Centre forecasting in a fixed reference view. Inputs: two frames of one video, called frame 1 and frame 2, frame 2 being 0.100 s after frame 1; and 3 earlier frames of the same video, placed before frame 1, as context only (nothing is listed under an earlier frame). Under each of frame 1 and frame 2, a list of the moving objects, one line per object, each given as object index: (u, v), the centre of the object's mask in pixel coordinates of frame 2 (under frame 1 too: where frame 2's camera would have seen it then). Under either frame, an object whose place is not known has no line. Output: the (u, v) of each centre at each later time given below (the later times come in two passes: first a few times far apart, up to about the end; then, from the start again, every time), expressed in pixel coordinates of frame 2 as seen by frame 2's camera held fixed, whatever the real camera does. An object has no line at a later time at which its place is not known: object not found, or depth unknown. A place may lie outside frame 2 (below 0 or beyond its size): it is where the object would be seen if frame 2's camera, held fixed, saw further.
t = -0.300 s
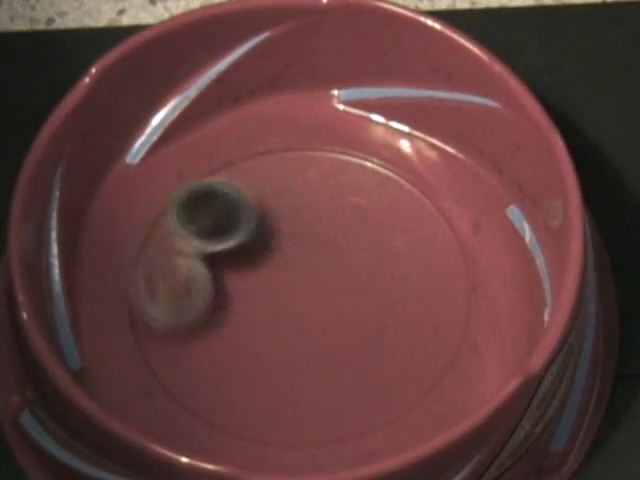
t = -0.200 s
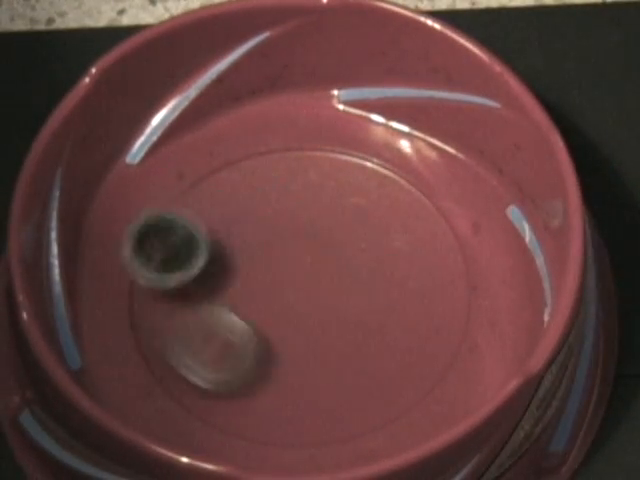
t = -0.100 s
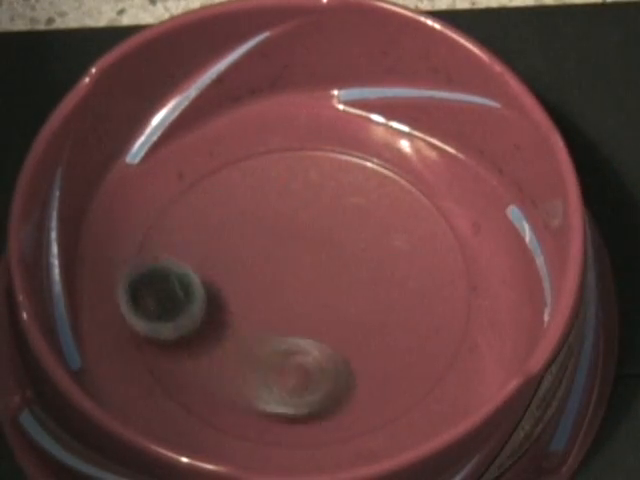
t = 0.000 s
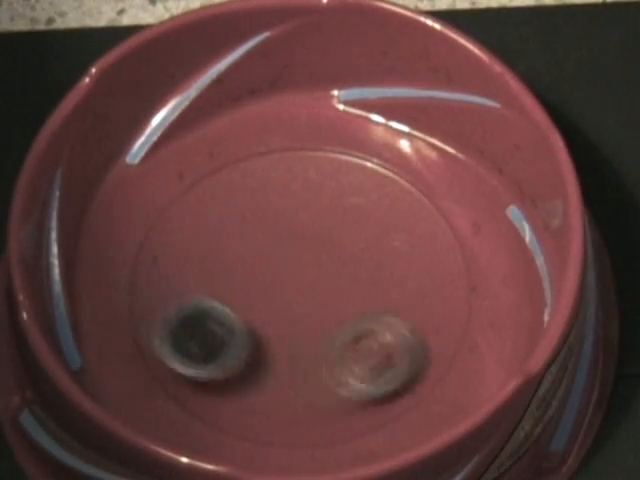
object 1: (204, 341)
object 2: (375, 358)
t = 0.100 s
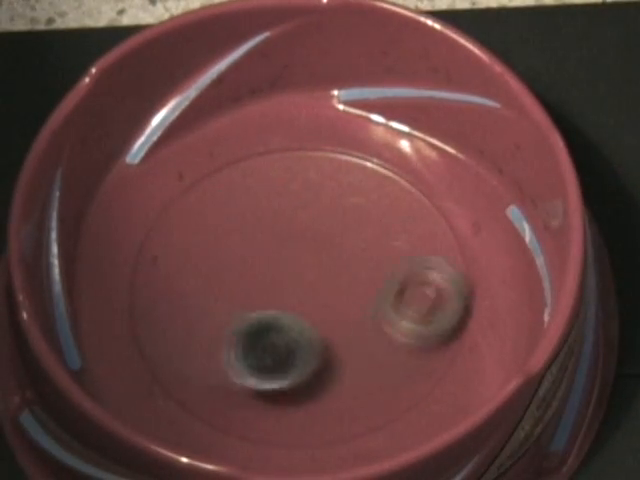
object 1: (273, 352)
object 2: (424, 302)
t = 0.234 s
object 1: (356, 311)
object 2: (418, 213)
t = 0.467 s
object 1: (369, 182)
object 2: (270, 176)
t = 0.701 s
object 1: (251, 179)
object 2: (206, 316)
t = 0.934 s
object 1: (247, 313)
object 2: (358, 395)
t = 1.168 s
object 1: (392, 356)
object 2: (449, 277)
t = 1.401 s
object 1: (433, 257)
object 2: (324, 197)
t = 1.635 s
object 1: (292, 224)
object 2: (200, 294)
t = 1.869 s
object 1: (193, 321)
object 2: (289, 411)
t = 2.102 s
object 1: (280, 395)
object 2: (417, 339)
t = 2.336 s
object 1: (373, 303)
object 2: (337, 218)
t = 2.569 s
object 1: (299, 188)
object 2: (199, 253)
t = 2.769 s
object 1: (194, 200)
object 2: (205, 358)
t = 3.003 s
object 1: (223, 313)
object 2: (344, 364)
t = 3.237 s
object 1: (370, 316)
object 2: (359, 239)
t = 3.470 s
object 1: (413, 215)
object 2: (237, 217)
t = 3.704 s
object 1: (298, 202)
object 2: (220, 320)
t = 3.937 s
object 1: (241, 315)
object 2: (347, 336)
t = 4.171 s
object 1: (329, 387)
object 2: (372, 234)
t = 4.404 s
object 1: (392, 306)
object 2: (277, 217)
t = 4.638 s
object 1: (303, 236)
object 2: (254, 309)
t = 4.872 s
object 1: (218, 251)
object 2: (351, 338)
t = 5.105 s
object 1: (234, 313)
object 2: (379, 272)
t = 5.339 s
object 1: (333, 302)
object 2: (321, 242)
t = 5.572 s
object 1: (361, 233)
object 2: (262, 295)
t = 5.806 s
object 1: (296, 220)
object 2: (306, 354)
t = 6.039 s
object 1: (289, 301)
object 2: (370, 316)
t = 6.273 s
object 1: (346, 325)
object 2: (314, 258)
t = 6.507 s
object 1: (354, 281)
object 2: (244, 296)
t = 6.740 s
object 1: (285, 281)
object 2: (280, 353)
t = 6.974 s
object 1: (265, 316)
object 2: (350, 320)
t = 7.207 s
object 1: (312, 298)
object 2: (317, 244)
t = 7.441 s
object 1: (309, 278)
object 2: (224, 226)
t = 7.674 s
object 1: (276, 278)
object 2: (207, 303)
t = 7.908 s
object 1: (317, 275)
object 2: (291, 348)
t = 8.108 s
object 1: (320, 244)
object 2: (367, 299)
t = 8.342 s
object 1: (273, 261)
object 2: (353, 225)
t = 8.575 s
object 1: (306, 315)
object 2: (270, 232)
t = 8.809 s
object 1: (358, 283)
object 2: (266, 319)
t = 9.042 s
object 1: (301, 246)
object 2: (362, 339)
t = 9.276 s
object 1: (251, 301)
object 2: (383, 272)
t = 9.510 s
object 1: (313, 335)
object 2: (300, 252)
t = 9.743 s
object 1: (347, 266)
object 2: (251, 312)
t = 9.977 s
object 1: (275, 230)
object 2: (306, 362)
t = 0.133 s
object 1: (296, 347)
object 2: (431, 278)
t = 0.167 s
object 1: (319, 339)
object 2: (431, 256)
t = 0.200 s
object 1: (338, 327)
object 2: (427, 234)
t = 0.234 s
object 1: (356, 311)
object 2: (418, 213)
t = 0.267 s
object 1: (369, 294)
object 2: (405, 195)
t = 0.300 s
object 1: (378, 274)
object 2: (388, 181)
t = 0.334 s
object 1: (384, 255)
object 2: (366, 170)
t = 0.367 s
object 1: (385, 235)
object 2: (344, 164)
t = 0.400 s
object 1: (382, 214)
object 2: (318, 163)
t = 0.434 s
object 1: (377, 198)
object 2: (294, 167)
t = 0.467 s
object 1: (369, 182)
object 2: (270, 176)
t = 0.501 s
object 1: (355, 170)
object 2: (250, 189)
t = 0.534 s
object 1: (340, 161)
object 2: (233, 204)
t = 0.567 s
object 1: (322, 155)
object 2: (216, 224)
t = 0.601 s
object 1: (304, 153)
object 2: (204, 245)
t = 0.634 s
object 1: (285, 158)
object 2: (200, 269)
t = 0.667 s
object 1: (267, 166)
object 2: (201, 293)
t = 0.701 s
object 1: (251, 179)
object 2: (206, 316)
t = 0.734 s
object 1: (238, 195)
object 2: (215, 335)
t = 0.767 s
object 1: (229, 214)
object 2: (230, 355)
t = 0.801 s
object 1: (225, 234)
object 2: (252, 373)
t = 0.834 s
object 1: (225, 254)
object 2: (273, 385)
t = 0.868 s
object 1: (228, 275)
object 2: (301, 395)
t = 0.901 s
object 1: (236, 295)
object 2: (330, 398)
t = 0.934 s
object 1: (247, 313)
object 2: (358, 395)
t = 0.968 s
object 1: (263, 330)
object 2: (382, 388)
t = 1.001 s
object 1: (282, 343)
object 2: (404, 376)
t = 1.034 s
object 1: (303, 354)
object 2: (426, 360)
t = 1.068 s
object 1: (325, 361)
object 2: (438, 341)
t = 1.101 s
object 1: (348, 364)
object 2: (448, 320)
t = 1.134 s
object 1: (370, 362)
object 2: (451, 299)
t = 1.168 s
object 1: (392, 356)
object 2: (449, 277)
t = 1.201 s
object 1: (410, 347)
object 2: (442, 257)
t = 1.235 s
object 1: (424, 334)
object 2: (430, 239)
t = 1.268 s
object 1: (435, 321)
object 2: (413, 222)
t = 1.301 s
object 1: (441, 304)
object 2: (394, 210)
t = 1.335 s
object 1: (443, 288)
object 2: (369, 200)
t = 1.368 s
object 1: (440, 272)
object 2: (347, 196)
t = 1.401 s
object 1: (433, 257)
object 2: (324, 197)
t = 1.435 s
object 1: (421, 243)
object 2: (298, 202)
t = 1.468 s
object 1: (404, 232)
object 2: (275, 209)
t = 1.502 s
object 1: (385, 223)
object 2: (251, 222)
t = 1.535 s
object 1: (362, 218)
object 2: (234, 237)
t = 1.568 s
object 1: (339, 216)
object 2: (220, 255)
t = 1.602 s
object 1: (315, 218)
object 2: (208, 273)
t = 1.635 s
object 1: (292, 224)
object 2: (200, 294)
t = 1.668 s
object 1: (268, 231)
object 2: (199, 315)
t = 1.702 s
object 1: (249, 242)
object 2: (202, 336)
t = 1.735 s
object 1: (232, 254)
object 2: (212, 357)
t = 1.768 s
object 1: (217, 268)
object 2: (225, 375)
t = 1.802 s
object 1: (205, 286)
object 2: (243, 391)
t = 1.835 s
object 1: (197, 302)
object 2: (262, 402)
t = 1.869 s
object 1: (193, 321)
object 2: (289, 411)
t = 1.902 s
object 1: (194, 336)
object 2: (311, 413)
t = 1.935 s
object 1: (199, 353)
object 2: (336, 411)
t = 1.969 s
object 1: (208, 366)
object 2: (359, 404)
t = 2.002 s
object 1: (223, 380)
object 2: (379, 393)
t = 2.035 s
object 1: (240, 389)
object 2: (397, 377)
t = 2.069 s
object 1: (258, 394)
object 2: (409, 359)
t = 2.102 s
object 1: (280, 395)
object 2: (417, 339)
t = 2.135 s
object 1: (300, 393)
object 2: (419, 317)
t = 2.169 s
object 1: (319, 384)
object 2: (417, 295)
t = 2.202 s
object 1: (336, 374)
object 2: (408, 275)
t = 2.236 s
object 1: (351, 359)
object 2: (397, 257)
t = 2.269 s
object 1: (363, 342)
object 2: (379, 241)
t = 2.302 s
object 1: (370, 323)
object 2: (359, 228)
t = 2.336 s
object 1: (373, 303)
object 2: (337, 218)
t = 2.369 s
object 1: (371, 281)
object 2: (316, 214)
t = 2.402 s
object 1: (366, 262)
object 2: (294, 212)
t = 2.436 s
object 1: (358, 243)
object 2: (272, 215)
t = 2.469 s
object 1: (347, 226)
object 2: (249, 221)
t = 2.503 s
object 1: (333, 211)
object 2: (229, 229)
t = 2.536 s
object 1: (317, 198)
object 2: (213, 241)
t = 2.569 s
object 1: (299, 188)
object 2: (199, 253)
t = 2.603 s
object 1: (281, 181)
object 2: (188, 270)
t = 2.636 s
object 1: (260, 177)
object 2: (180, 287)
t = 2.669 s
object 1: (241, 177)
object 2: (178, 305)
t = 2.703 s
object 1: (223, 181)
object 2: (183, 324)
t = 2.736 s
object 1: (207, 189)
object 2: (192, 343)
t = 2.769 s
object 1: (194, 200)
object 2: (205, 358)
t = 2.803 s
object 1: (185, 214)
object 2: (220, 371)
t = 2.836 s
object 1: (180, 231)
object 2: (241, 381)
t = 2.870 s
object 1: (179, 248)
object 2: (261, 386)
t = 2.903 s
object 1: (184, 266)
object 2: (285, 387)
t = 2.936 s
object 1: (193, 284)
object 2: (305, 384)
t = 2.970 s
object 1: (207, 300)
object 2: (327, 376)
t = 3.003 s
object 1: (223, 313)
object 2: (344, 364)
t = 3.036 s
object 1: (243, 324)
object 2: (360, 348)
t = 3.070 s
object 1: (263, 330)
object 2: (370, 332)
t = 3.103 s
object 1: (286, 335)
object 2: (376, 314)
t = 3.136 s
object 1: (308, 335)
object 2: (380, 293)
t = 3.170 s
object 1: (332, 332)
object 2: (379, 273)
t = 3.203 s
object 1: (353, 326)
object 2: (370, 254)
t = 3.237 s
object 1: (370, 316)
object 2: (359, 239)
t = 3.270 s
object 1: (387, 304)
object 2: (346, 228)
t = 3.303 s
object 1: (401, 291)
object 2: (330, 218)
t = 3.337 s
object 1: (412, 276)
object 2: (312, 211)
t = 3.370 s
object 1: (418, 259)
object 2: (294, 207)
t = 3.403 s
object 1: (421, 244)
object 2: (273, 206)
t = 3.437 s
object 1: (419, 229)
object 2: (254, 211)
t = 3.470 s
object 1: (413, 215)
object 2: (237, 217)
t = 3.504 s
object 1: (404, 202)
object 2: (222, 228)
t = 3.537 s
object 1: (390, 193)
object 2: (212, 241)
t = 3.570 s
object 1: (374, 187)
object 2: (205, 255)
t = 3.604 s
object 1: (356, 184)
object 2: (202, 271)
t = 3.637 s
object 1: (335, 186)
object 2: (203, 289)
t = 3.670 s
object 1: (317, 192)
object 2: (210, 305)
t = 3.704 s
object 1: (298, 202)
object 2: (220, 320)
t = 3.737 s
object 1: (282, 214)
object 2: (235, 333)
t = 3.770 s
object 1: (267, 228)
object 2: (253, 343)
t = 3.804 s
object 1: (256, 245)
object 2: (272, 349)
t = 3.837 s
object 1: (247, 262)
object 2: (290, 350)
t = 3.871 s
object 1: (242, 280)
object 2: (310, 348)
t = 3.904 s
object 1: (240, 299)
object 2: (329, 343)
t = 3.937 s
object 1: (241, 315)
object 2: (347, 336)
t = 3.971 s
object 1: (246, 332)
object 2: (363, 324)
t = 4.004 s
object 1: (255, 347)
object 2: (375, 311)
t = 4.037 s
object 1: (265, 360)
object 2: (382, 295)
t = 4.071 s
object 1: (279, 371)
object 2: (384, 279)
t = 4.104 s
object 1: (294, 380)
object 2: (384, 264)
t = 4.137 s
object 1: (311, 386)
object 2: (379, 248)
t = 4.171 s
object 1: (329, 387)
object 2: (372, 234)
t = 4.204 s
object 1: (346, 385)
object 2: (361, 223)
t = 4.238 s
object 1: (361, 378)
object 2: (350, 215)
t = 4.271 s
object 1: (375, 367)
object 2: (335, 209)
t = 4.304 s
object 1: (385, 354)
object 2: (321, 207)
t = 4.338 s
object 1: (391, 339)
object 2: (307, 207)
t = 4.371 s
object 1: (394, 323)
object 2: (291, 210)
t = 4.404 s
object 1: (392, 306)
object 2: (277, 217)
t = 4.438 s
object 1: (385, 292)
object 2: (265, 227)
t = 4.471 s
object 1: (375, 279)
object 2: (254, 238)
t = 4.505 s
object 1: (362, 267)
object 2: (248, 252)
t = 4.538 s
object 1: (348, 256)
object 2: (243, 267)
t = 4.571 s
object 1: (333, 247)
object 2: (242, 281)
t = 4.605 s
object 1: (318, 241)
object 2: (247, 296)
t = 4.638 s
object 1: (303, 236)
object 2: (254, 309)
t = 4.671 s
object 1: (287, 233)
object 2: (265, 321)
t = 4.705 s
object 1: (273, 232)
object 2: (277, 331)
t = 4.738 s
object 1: (259, 233)
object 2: (290, 338)
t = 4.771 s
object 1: (247, 235)
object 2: (305, 343)
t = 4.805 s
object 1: (236, 239)
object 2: (321, 344)
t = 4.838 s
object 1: (227, 245)
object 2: (337, 342)
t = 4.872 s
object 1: (218, 251)
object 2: (351, 338)
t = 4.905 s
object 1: (212, 258)
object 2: (364, 330)
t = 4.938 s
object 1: (208, 266)
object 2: (373, 321)
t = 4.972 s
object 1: (206, 276)
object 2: (382, 310)
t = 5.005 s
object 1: (208, 286)
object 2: (384, 299)
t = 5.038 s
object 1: (214, 297)
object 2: (386, 290)
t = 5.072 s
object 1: (223, 306)
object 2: (383, 280)
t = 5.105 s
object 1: (234, 313)
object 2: (379, 272)
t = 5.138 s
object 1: (248, 319)
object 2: (374, 265)
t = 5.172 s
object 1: (263, 321)
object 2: (366, 258)
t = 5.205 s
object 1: (279, 321)
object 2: (356, 252)
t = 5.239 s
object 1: (293, 319)
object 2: (349, 250)
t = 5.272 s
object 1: (307, 315)
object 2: (340, 247)
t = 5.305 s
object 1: (321, 310)
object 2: (333, 244)
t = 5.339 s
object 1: (333, 302)
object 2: (321, 242)
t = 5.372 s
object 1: (343, 292)
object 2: (306, 244)
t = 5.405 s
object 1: (351, 283)
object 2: (295, 250)
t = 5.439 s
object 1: (358, 273)
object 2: (286, 258)
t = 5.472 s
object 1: (362, 263)
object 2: (279, 265)
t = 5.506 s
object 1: (364, 252)
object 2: (272, 274)
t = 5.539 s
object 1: (364, 242)
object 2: (266, 285)
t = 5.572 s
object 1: (361, 233)
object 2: (262, 295)
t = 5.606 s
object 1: (357, 225)
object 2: (261, 306)
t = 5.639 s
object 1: (350, 217)
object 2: (263, 317)
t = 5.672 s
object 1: (341, 211)
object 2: (266, 326)
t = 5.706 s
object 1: (330, 208)
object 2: (274, 337)
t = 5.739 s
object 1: (318, 208)
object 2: (283, 345)
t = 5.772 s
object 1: (306, 212)
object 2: (294, 352)
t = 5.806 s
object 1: (296, 220)
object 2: (306, 354)
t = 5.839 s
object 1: (287, 229)
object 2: (318, 355)
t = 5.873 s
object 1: (281, 241)
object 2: (330, 353)
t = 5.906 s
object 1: (277, 253)
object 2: (342, 350)
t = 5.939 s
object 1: (276, 265)
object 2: (351, 344)
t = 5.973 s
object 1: (278, 278)
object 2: (358, 335)
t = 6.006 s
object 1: (283, 290)
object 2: (365, 326)
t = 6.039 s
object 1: (289, 301)
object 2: (370, 316)
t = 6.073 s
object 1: (296, 309)
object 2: (372, 304)
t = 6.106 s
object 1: (304, 315)
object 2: (369, 291)
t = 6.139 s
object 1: (312, 318)
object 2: (366, 279)
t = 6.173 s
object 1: (321, 323)
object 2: (356, 268)
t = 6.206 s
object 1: (329, 325)
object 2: (341, 262)
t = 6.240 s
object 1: (337, 326)
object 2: (329, 259)
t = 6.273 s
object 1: (346, 325)
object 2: (314, 258)
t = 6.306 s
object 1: (354, 322)
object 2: (301, 260)
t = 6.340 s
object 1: (360, 317)
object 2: (288, 262)
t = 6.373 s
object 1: (363, 310)
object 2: (275, 265)
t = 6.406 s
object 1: (366, 302)
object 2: (263, 271)
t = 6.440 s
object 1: (365, 293)
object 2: (255, 278)
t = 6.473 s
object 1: (360, 286)
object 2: (248, 287)
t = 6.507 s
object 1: (354, 281)
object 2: (244, 296)
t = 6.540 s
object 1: (347, 278)
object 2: (242, 306)
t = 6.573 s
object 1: (337, 277)
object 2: (243, 315)
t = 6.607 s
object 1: (325, 275)
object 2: (245, 324)
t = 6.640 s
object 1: (314, 275)
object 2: (251, 333)
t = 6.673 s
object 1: (303, 275)
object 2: (262, 342)
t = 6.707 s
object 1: (293, 278)
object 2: (270, 347)
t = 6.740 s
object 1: (285, 281)
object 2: (280, 353)
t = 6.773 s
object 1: (278, 284)
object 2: (290, 355)
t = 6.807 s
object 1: (271, 289)
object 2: (302, 356)
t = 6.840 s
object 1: (265, 294)
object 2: (314, 353)
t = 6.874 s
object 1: (262, 300)
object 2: (326, 347)
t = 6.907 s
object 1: (261, 306)
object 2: (336, 340)
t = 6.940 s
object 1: (262, 311)
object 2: (345, 332)
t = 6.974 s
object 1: (265, 316)
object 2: (350, 320)
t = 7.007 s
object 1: (270, 320)
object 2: (353, 310)
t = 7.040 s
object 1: (277, 321)
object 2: (355, 299)
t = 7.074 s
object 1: (285, 321)
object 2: (352, 285)
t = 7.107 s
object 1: (293, 318)
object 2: (349, 273)
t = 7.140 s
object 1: (301, 313)
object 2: (341, 261)
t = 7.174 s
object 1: (307, 306)
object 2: (330, 251)
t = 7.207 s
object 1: (312, 298)
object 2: (317, 244)
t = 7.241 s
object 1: (313, 300)
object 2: (305, 232)
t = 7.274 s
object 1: (314, 299)
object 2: (290, 223)
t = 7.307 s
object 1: (315, 295)
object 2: (279, 218)
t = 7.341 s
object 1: (315, 290)
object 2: (264, 215)
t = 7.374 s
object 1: (314, 286)
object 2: (251, 216)
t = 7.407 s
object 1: (312, 282)
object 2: (238, 220)
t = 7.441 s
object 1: (309, 278)
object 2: (224, 226)
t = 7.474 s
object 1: (305, 276)
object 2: (214, 235)
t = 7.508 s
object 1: (301, 273)
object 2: (206, 245)
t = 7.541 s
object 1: (296, 272)
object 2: (202, 256)
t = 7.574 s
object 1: (290, 271)
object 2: (200, 267)
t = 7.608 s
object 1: (284, 272)
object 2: (200, 279)
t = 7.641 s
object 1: (279, 275)
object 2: (203, 291)
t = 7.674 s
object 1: (276, 278)
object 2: (207, 303)
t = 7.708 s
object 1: (279, 282)
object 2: (212, 313)
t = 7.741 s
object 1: (283, 286)
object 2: (221, 324)
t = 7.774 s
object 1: (288, 287)
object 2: (231, 333)
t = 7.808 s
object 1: (298, 286)
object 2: (244, 340)
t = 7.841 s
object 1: (306, 283)
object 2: (259, 345)
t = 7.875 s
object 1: (312, 280)
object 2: (273, 347)
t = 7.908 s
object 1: (317, 275)
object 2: (291, 348)
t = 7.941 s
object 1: (321, 270)
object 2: (308, 345)
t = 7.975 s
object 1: (325, 264)
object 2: (326, 339)
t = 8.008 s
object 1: (326, 258)
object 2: (338, 332)
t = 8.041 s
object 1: (327, 252)
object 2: (351, 321)
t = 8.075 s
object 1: (324, 247)
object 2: (361, 310)
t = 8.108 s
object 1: (320, 244)
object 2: (367, 299)
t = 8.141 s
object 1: (316, 242)
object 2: (372, 287)
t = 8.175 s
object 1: (307, 240)
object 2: (374, 276)
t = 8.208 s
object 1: (298, 240)
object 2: (375, 266)
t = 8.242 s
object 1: (290, 242)
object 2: (374, 255)
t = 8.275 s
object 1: (283, 246)
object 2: (368, 243)
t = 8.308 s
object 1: (277, 253)
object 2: (362, 233)
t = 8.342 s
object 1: (273, 261)
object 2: (353, 225)
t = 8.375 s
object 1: (272, 270)
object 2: (342, 218)
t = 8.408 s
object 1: (272, 280)
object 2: (330, 214)
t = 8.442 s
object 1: (275, 290)
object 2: (317, 212)
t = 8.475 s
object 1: (281, 299)
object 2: (305, 213)
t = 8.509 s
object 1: (288, 306)
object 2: (293, 218)
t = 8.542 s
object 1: (297, 312)
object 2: (281, 223)
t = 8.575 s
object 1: (306, 315)
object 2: (270, 232)
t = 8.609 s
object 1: (317, 316)
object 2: (262, 242)
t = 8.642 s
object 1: (328, 314)
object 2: (255, 255)
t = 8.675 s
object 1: (337, 312)
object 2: (252, 269)
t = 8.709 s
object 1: (346, 306)
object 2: (252, 282)
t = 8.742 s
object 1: (352, 300)
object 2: (254, 295)
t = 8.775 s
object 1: (357, 292)
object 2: (259, 308)
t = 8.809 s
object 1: (358, 283)
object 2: (266, 319)
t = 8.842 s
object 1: (358, 274)
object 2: (279, 332)
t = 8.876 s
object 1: (354, 265)
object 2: (291, 339)
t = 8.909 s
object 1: (347, 257)
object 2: (307, 345)
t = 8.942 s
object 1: (338, 251)
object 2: (320, 347)
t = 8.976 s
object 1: (327, 248)
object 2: (334, 347)
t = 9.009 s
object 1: (313, 246)
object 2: (350, 344)
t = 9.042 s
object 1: (301, 246)
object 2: (362, 339)
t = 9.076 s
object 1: (288, 249)
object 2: (373, 332)
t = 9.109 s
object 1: (276, 254)
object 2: (382, 323)
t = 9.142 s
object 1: (266, 261)
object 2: (387, 313)
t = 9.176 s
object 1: (258, 269)
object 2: (391, 303)
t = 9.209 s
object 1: (253, 279)
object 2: (391, 292)
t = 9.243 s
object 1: (251, 291)
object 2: (388, 281)
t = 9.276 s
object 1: (251, 301)
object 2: (383, 272)
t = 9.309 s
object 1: (253, 311)
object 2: (375, 263)
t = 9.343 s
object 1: (260, 321)
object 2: (366, 257)
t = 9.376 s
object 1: (268, 328)
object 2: (355, 251)
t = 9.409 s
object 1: (278, 334)
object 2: (343, 248)
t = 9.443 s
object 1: (289, 337)
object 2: (329, 247)
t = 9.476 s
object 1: (301, 337)
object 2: (316, 249)
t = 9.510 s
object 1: (313, 335)
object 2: (300, 252)
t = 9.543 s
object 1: (325, 329)
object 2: (291, 258)
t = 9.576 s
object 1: (335, 322)
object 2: (280, 265)
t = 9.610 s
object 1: (341, 312)
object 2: (269, 272)
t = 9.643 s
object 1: (347, 301)
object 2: (261, 282)
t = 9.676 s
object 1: (349, 290)
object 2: (255, 291)
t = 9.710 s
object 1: (349, 278)
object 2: (252, 302)
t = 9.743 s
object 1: (347, 266)
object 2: (251, 312)
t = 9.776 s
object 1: (341, 256)
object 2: (252, 323)
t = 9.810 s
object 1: (334, 247)
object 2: (257, 333)
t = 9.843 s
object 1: (324, 239)
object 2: (261, 341)
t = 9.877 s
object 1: (312, 233)
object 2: (272, 350)
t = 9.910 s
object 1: (301, 230)
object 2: (281, 356)
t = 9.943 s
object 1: (288, 228)
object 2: (291, 360)
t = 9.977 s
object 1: (275, 230)
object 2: (306, 362)
